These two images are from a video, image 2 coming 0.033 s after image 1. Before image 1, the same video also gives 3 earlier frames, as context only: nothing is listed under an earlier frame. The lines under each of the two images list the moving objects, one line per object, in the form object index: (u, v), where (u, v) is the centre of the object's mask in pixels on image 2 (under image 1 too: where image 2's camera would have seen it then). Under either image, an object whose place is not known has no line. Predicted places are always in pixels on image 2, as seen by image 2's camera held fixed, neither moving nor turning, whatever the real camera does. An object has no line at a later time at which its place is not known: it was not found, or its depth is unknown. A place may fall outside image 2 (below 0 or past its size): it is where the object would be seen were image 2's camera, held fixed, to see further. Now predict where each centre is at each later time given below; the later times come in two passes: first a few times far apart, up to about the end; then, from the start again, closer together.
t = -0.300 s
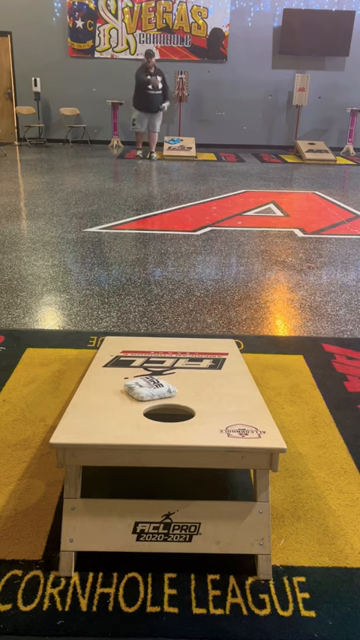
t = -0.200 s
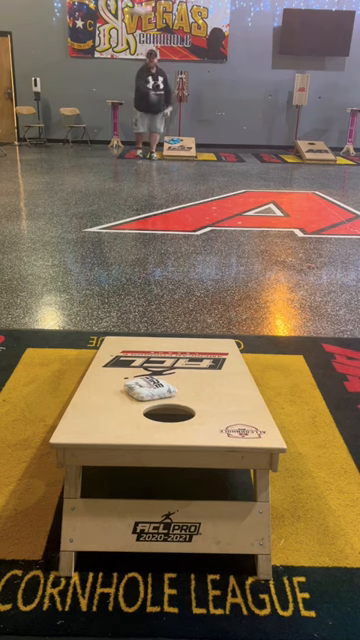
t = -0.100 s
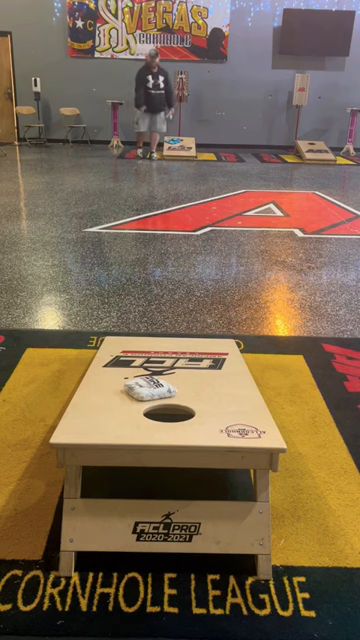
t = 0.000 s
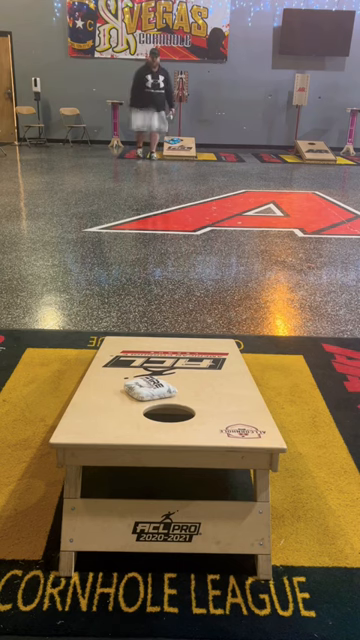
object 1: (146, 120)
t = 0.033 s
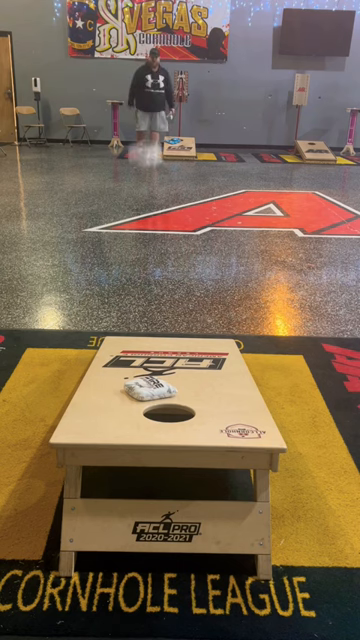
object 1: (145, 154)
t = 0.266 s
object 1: (162, 373)
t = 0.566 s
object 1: (200, 408)
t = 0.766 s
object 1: (200, 408)
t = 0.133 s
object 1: (154, 294)
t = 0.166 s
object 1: (153, 349)
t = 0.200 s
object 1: (154, 359)
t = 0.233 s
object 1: (157, 365)
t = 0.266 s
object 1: (162, 373)
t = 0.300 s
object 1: (173, 378)
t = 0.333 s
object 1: (179, 384)
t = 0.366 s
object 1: (179, 389)
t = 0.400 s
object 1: (185, 395)
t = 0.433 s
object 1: (188, 399)
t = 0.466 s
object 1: (192, 403)
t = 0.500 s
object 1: (196, 405)
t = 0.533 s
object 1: (199, 407)
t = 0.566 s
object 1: (200, 408)
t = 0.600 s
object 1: (200, 408)
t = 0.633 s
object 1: (200, 408)
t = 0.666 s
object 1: (200, 408)
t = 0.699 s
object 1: (200, 408)
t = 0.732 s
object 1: (200, 408)
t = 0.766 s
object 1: (200, 408)
